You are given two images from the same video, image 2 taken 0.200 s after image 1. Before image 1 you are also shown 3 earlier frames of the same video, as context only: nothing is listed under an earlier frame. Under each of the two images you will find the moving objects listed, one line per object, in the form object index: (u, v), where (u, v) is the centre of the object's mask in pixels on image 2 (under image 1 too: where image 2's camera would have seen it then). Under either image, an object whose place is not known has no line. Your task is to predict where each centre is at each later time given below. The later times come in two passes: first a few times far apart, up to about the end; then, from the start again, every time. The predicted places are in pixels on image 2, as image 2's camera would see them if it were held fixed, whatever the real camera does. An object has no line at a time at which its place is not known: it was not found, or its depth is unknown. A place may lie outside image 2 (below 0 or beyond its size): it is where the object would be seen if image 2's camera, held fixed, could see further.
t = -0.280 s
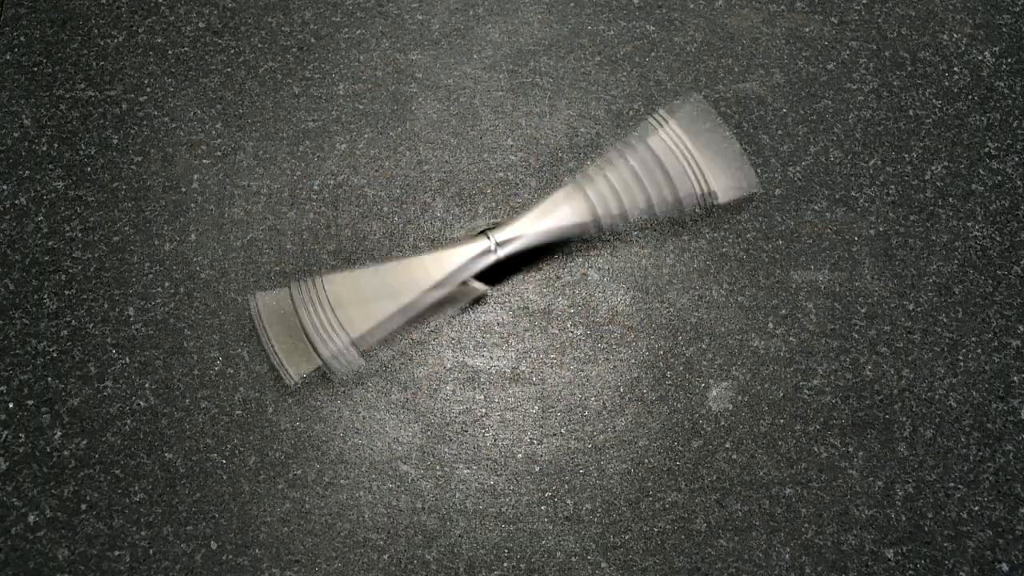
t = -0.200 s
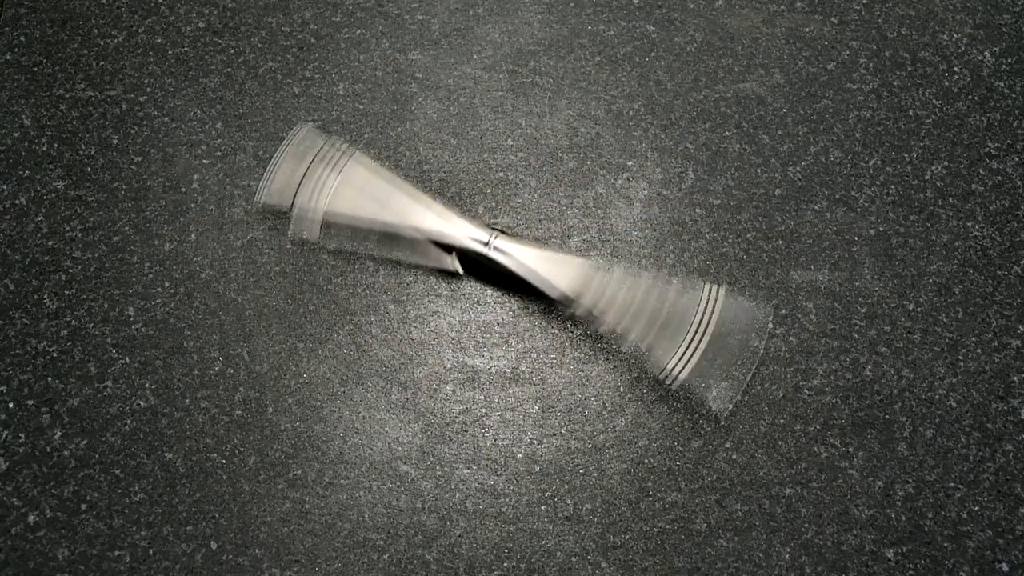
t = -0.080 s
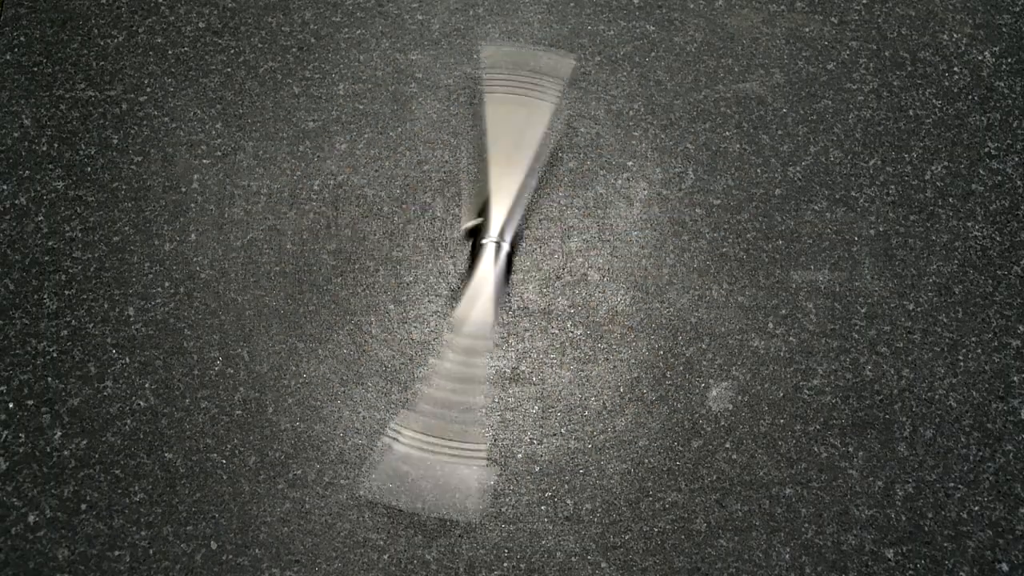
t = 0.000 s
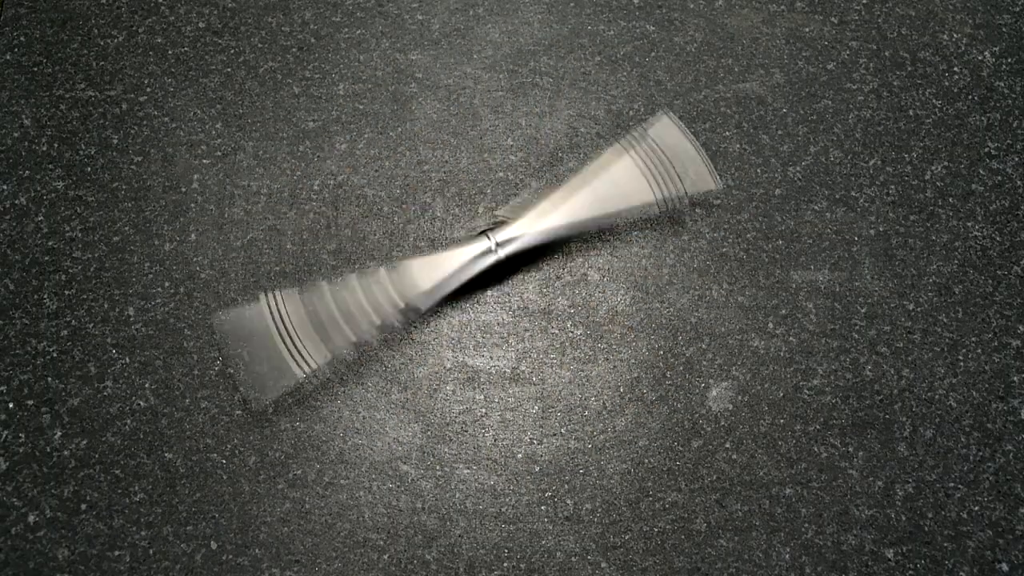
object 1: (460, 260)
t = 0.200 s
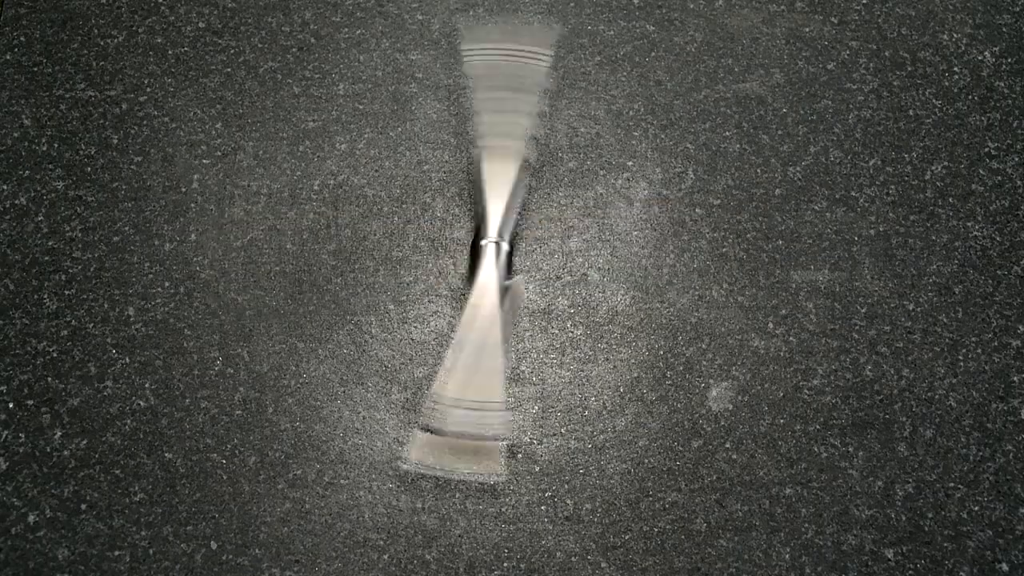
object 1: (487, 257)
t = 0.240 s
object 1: (492, 247)
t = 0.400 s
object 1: (515, 274)
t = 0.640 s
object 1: (464, 247)
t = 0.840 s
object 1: (490, 250)
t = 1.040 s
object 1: (512, 280)
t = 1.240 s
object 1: (461, 256)
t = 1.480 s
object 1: (488, 255)
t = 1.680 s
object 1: (515, 267)
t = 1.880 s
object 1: (460, 279)
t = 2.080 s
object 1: (486, 246)
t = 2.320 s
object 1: (503, 250)
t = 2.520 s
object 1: (497, 293)
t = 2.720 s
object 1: (462, 253)
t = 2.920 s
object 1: (492, 253)
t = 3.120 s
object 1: (499, 250)
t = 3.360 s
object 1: (497, 289)
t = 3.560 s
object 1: (460, 261)
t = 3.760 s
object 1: (488, 247)
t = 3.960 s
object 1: (492, 254)
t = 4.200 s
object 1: (507, 261)
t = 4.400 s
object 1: (485, 285)
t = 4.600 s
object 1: (465, 256)
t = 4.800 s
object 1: (488, 245)
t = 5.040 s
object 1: (491, 258)
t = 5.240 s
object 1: (496, 251)
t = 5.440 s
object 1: (505, 267)
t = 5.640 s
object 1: (486, 280)
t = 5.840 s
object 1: (468, 263)
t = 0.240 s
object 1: (492, 247)
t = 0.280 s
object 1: (501, 244)
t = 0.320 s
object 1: (506, 247)
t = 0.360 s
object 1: (514, 258)
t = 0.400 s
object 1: (515, 274)
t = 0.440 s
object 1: (509, 292)
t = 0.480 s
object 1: (490, 304)
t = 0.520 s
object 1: (469, 294)
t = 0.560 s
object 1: (457, 277)
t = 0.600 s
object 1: (458, 258)
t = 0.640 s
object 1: (464, 247)
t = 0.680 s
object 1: (477, 243)
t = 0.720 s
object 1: (483, 245)
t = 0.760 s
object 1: (491, 254)
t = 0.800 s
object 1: (487, 255)
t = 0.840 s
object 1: (490, 250)
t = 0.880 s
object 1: (498, 245)
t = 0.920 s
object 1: (503, 248)
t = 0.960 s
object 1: (507, 254)
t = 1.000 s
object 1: (514, 265)
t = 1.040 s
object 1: (512, 280)
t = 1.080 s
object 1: (503, 295)
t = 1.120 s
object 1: (483, 298)
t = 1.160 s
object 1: (467, 290)
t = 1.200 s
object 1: (458, 274)
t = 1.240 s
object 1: (461, 256)
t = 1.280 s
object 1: (464, 247)
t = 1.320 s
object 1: (476, 243)
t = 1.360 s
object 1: (485, 247)
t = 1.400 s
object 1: (490, 250)
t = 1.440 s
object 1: (490, 255)
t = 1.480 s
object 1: (488, 255)
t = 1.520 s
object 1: (494, 247)
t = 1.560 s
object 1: (501, 245)
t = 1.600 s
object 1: (503, 249)
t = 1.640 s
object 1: (509, 256)
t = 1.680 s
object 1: (515, 267)
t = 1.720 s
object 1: (512, 281)
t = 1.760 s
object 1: (501, 290)
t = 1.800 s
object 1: (485, 298)
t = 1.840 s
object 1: (470, 289)
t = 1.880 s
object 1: (460, 279)
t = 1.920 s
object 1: (459, 263)
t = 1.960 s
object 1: (464, 250)
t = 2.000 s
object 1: (472, 244)
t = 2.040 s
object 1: (480, 243)
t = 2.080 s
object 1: (486, 246)
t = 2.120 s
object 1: (491, 250)
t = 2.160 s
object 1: (490, 254)
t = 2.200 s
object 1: (490, 252)
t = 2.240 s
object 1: (495, 248)
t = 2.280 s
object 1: (498, 249)
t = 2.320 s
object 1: (503, 250)
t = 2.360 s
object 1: (506, 253)
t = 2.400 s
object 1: (511, 260)
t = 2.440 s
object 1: (512, 272)
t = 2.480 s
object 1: (506, 282)
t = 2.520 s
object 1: (497, 293)
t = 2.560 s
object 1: (483, 290)
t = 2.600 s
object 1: (470, 288)
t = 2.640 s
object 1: (460, 280)
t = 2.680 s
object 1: (460, 265)
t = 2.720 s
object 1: (462, 253)
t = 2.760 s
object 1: (469, 245)
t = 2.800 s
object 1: (478, 243)
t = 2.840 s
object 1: (486, 246)
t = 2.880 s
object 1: (489, 248)
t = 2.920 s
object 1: (492, 253)
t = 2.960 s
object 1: (490, 258)
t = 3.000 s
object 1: (489, 255)
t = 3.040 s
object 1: (493, 250)
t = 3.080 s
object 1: (496, 249)
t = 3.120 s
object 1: (499, 250)
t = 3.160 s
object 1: (500, 251)
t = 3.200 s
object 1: (505, 255)
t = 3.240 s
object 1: (508, 262)
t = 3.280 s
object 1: (510, 273)
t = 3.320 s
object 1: (506, 282)
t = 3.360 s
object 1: (497, 289)
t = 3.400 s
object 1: (486, 292)
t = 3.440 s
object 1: (476, 286)
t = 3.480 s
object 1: (466, 282)
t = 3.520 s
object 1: (461, 272)
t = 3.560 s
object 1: (460, 261)
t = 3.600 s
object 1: (466, 251)
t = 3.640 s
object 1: (471, 245)
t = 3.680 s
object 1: (477, 242)
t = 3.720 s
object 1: (484, 244)
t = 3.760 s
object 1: (488, 247)
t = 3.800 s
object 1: (495, 253)
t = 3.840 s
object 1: (494, 256)
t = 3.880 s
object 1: (492, 258)
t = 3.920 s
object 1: (490, 257)
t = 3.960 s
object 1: (492, 254)
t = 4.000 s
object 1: (494, 252)
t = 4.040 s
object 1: (498, 250)
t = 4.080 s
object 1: (501, 250)
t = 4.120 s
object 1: (502, 252)
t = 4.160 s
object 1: (505, 255)
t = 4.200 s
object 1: (507, 261)
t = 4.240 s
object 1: (509, 269)
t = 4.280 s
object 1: (506, 276)
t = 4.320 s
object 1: (500, 281)
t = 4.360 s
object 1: (494, 285)
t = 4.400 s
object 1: (485, 285)
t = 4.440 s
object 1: (477, 283)
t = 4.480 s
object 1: (470, 280)
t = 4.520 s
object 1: (465, 274)
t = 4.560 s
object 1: (464, 263)
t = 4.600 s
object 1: (465, 256)
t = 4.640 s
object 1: (468, 249)
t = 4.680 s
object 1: (473, 245)
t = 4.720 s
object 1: (477, 242)
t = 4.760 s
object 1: (483, 243)
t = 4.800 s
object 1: (488, 245)
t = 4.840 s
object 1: (493, 248)
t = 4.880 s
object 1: (496, 256)
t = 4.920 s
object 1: (496, 258)
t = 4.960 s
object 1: (494, 259)
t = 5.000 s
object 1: (492, 257)
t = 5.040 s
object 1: (491, 258)
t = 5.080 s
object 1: (491, 256)
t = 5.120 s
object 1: (494, 252)
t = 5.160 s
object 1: (495, 251)
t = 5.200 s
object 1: (497, 250)
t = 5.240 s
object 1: (496, 251)
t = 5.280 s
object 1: (499, 251)
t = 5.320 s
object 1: (504, 254)
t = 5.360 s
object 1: (504, 256)
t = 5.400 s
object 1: (505, 260)
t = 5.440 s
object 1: (505, 267)
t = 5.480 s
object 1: (504, 272)
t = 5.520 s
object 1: (501, 276)
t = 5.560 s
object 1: (497, 280)
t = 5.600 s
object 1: (491, 279)
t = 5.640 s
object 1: (486, 280)
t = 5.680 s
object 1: (481, 280)
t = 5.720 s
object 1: (477, 277)
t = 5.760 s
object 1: (472, 275)
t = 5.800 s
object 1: (469, 270)
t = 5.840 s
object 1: (468, 263)
